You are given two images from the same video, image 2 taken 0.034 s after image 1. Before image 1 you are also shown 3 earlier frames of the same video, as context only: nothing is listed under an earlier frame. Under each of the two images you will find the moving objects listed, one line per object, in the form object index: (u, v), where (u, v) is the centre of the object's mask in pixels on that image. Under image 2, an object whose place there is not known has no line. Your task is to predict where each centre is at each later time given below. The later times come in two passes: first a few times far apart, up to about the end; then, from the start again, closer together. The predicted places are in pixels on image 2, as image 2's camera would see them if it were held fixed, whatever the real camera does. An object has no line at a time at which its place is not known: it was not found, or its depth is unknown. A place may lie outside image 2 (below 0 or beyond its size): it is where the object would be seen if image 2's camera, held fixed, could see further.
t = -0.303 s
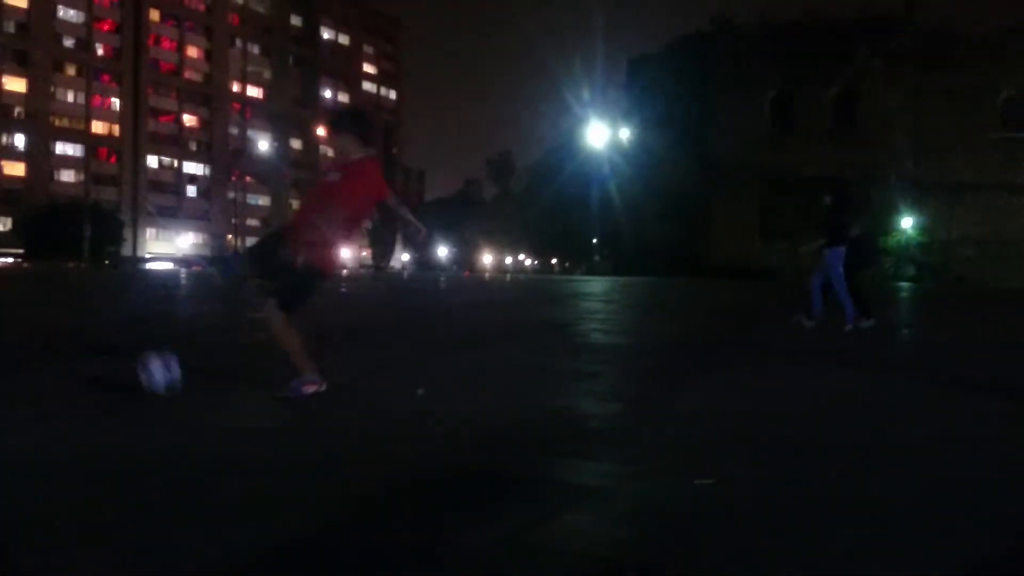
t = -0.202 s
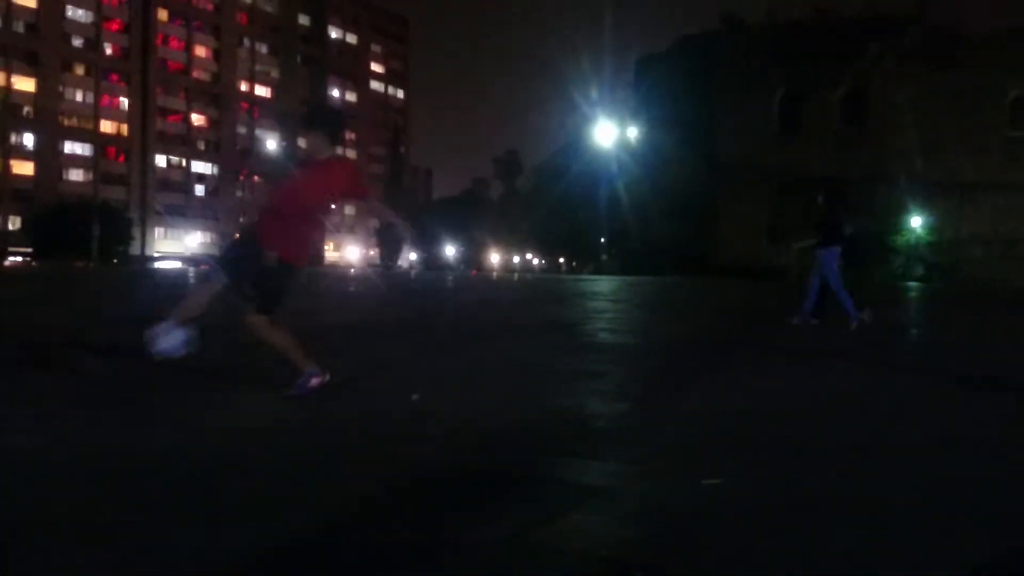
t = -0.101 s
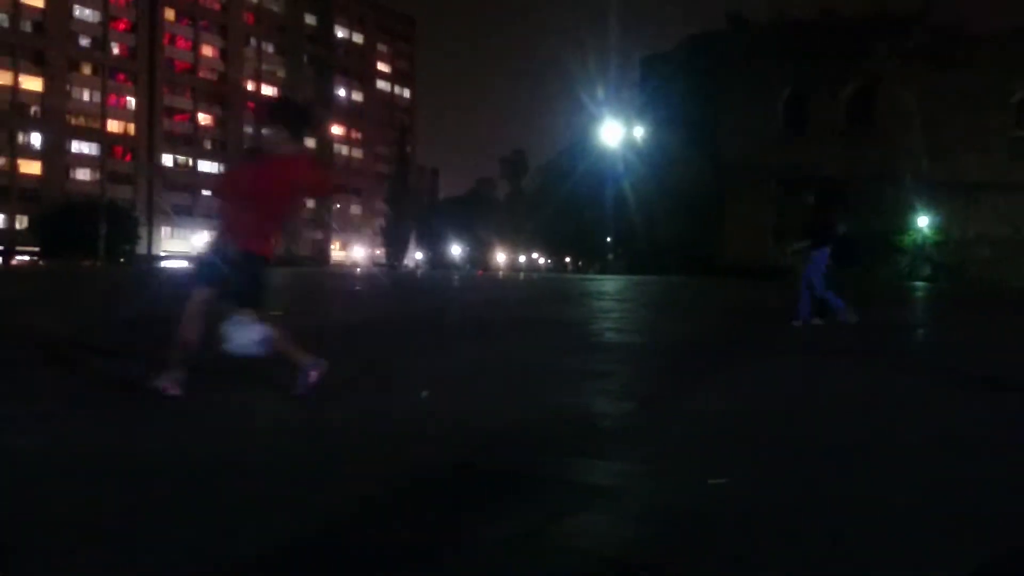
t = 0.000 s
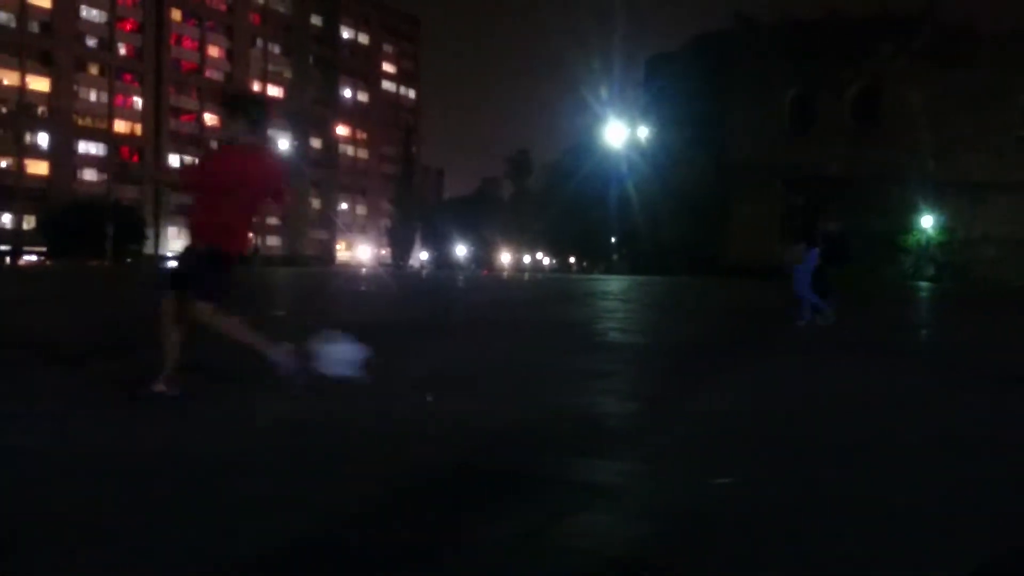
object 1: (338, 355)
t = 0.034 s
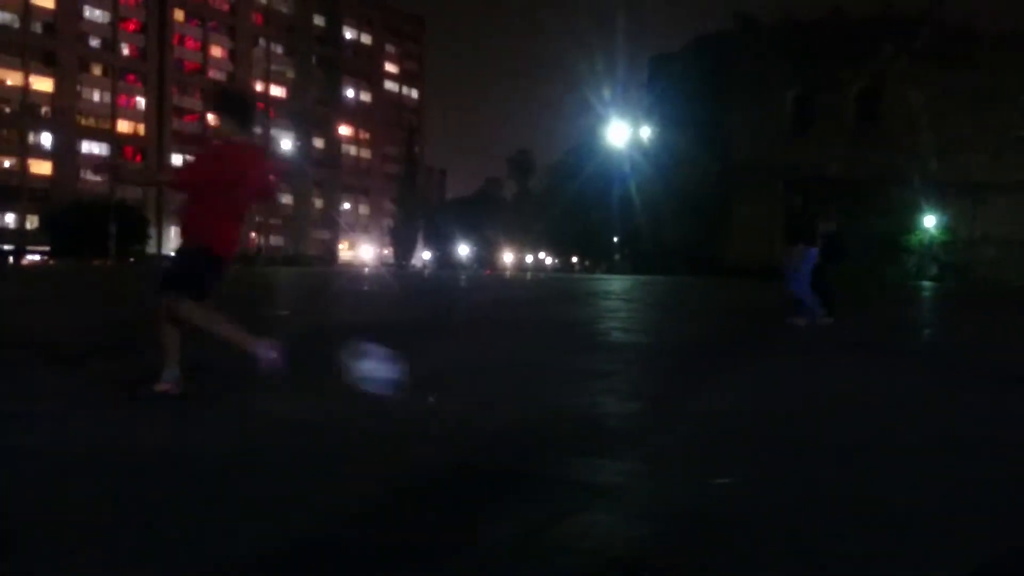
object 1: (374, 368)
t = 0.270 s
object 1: (660, 464)
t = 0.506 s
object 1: (1051, 568)
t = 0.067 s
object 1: (407, 387)
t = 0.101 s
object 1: (445, 408)
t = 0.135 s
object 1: (487, 435)
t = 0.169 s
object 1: (531, 466)
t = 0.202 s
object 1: (568, 467)
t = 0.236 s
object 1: (616, 465)
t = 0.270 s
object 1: (660, 464)
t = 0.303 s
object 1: (703, 465)
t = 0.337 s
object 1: (747, 474)
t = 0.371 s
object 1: (799, 484)
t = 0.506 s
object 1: (1051, 568)
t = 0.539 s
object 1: (1117, 582)
